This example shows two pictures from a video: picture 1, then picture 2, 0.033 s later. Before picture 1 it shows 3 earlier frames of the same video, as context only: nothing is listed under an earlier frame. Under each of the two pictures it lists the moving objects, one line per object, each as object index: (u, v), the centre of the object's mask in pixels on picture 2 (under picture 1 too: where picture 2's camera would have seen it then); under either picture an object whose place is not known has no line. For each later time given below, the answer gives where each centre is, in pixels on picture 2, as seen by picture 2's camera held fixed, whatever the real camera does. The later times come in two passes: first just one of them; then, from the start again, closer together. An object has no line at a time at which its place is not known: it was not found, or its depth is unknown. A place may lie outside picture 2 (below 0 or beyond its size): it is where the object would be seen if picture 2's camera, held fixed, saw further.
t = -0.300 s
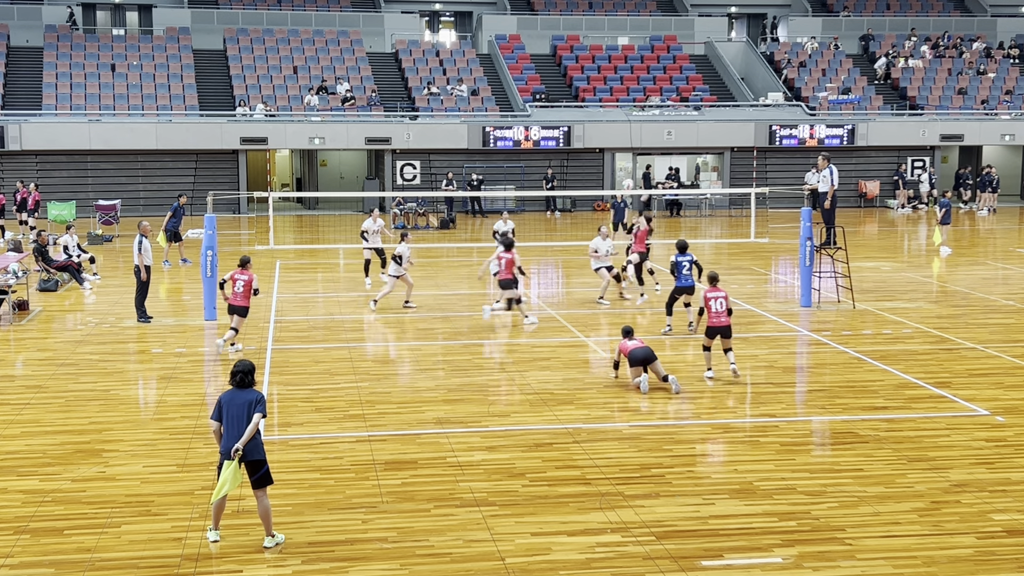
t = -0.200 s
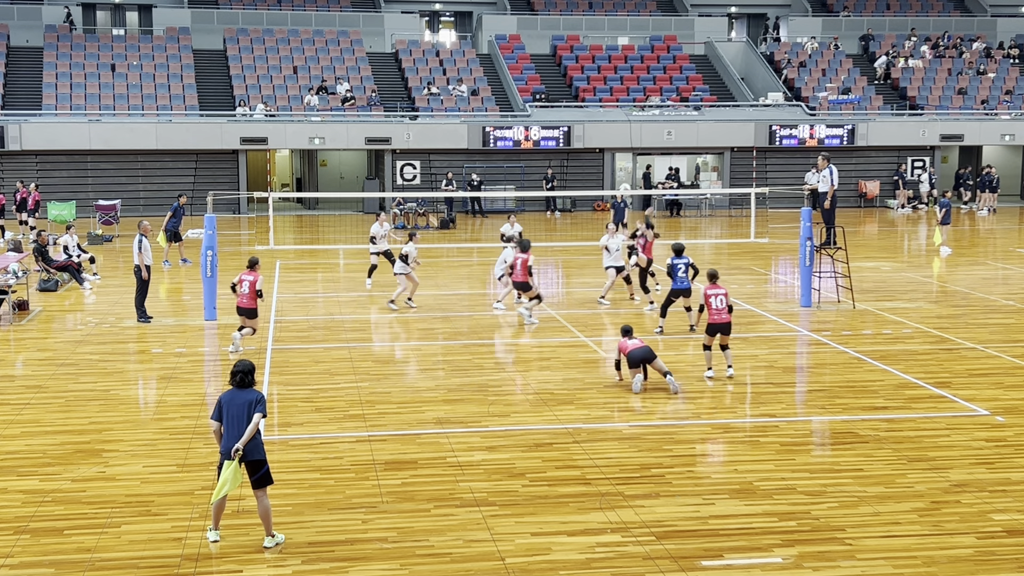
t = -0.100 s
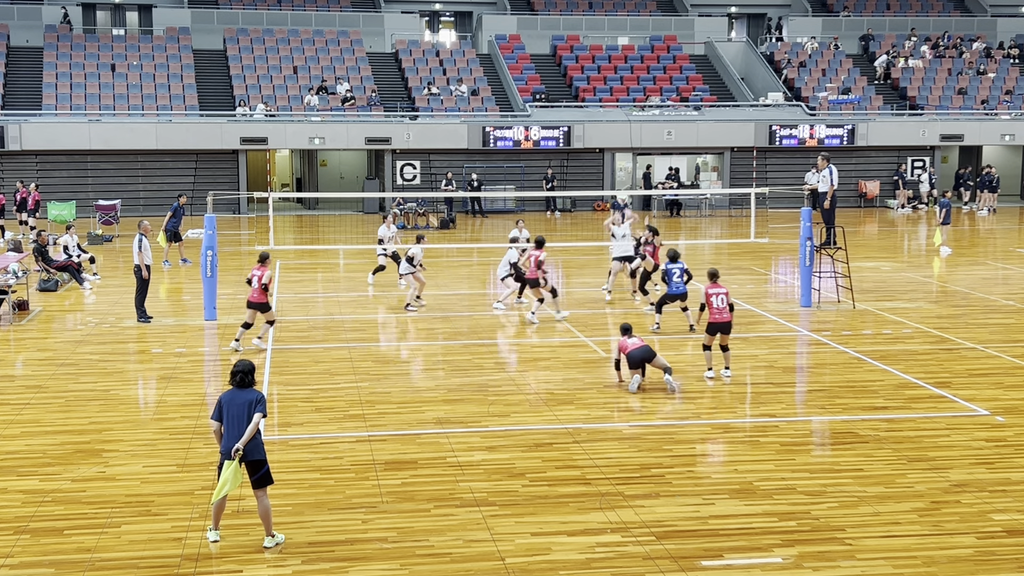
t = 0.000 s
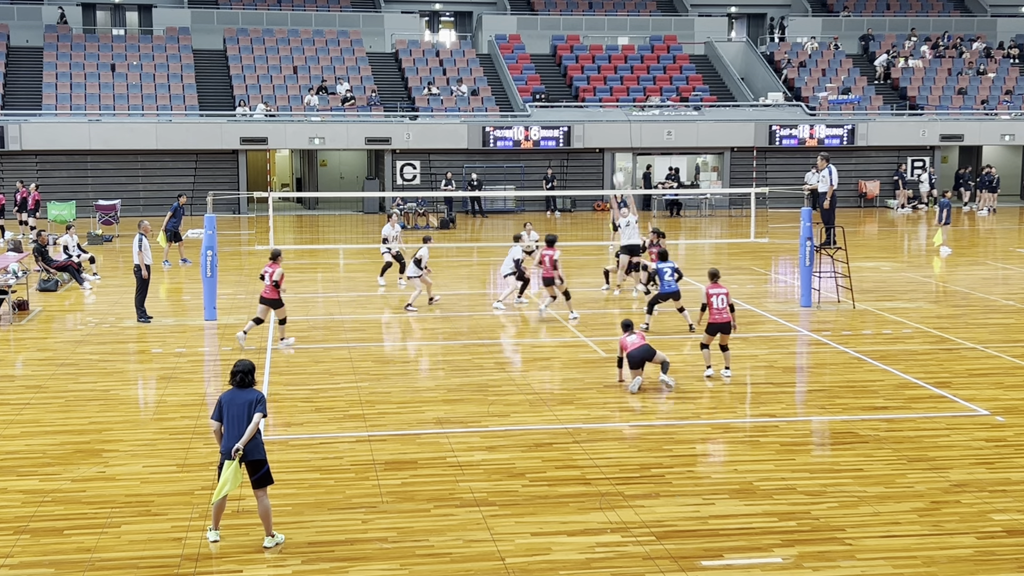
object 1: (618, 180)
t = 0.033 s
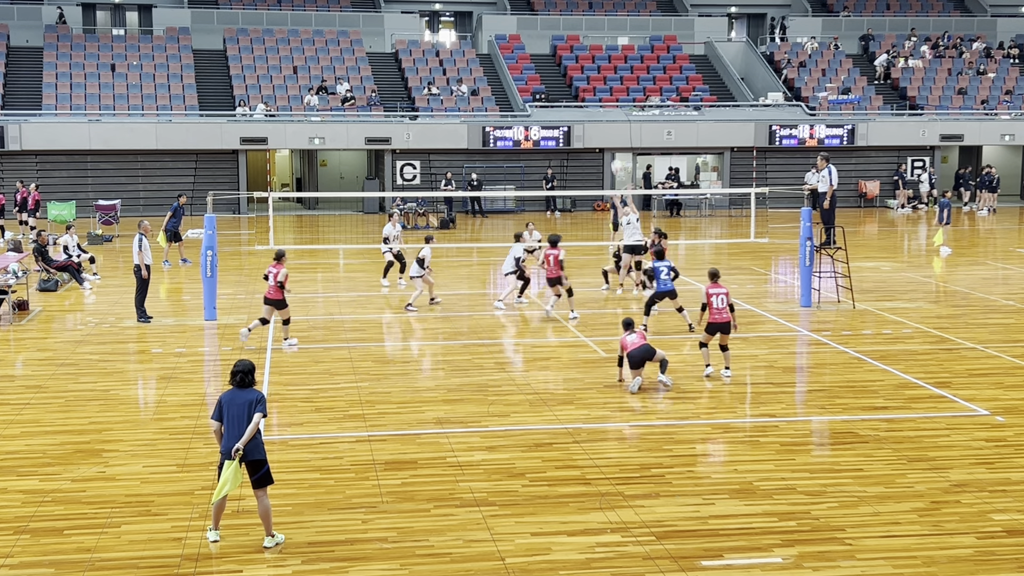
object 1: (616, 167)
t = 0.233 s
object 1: (605, 102)
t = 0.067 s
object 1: (614, 154)
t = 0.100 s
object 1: (613, 143)
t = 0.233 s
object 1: (605, 102)
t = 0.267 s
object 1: (604, 94)
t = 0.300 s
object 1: (602, 86)
